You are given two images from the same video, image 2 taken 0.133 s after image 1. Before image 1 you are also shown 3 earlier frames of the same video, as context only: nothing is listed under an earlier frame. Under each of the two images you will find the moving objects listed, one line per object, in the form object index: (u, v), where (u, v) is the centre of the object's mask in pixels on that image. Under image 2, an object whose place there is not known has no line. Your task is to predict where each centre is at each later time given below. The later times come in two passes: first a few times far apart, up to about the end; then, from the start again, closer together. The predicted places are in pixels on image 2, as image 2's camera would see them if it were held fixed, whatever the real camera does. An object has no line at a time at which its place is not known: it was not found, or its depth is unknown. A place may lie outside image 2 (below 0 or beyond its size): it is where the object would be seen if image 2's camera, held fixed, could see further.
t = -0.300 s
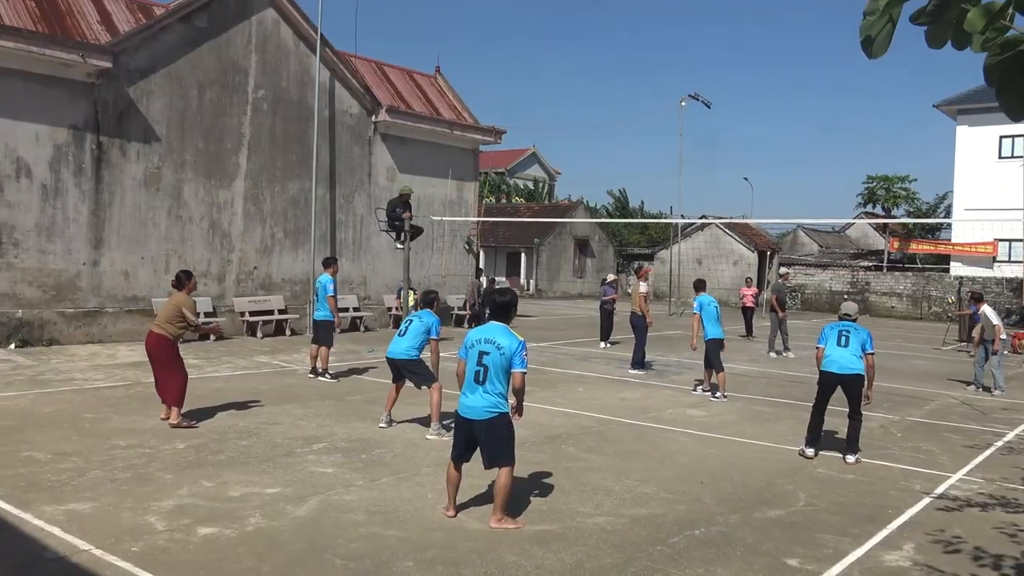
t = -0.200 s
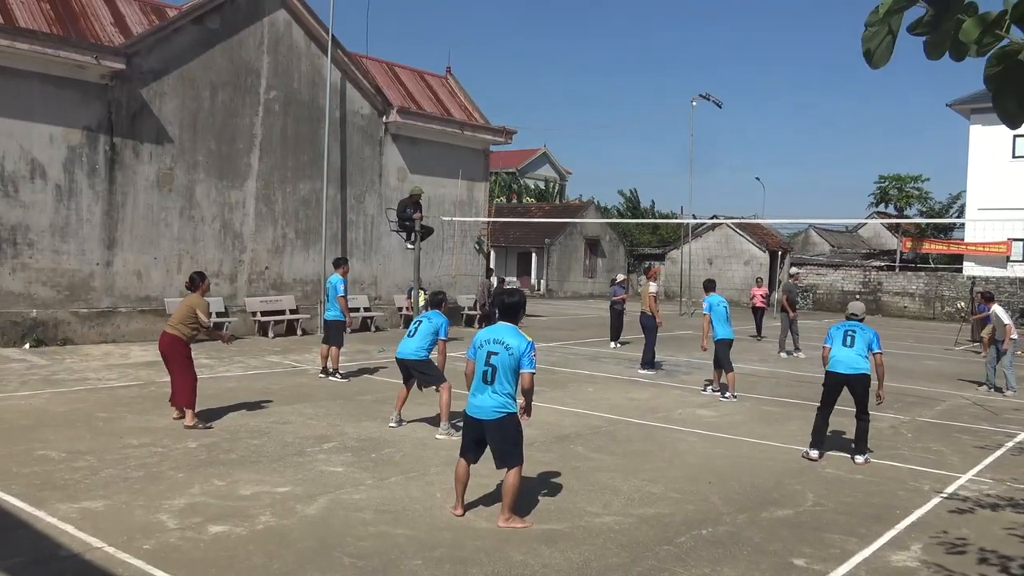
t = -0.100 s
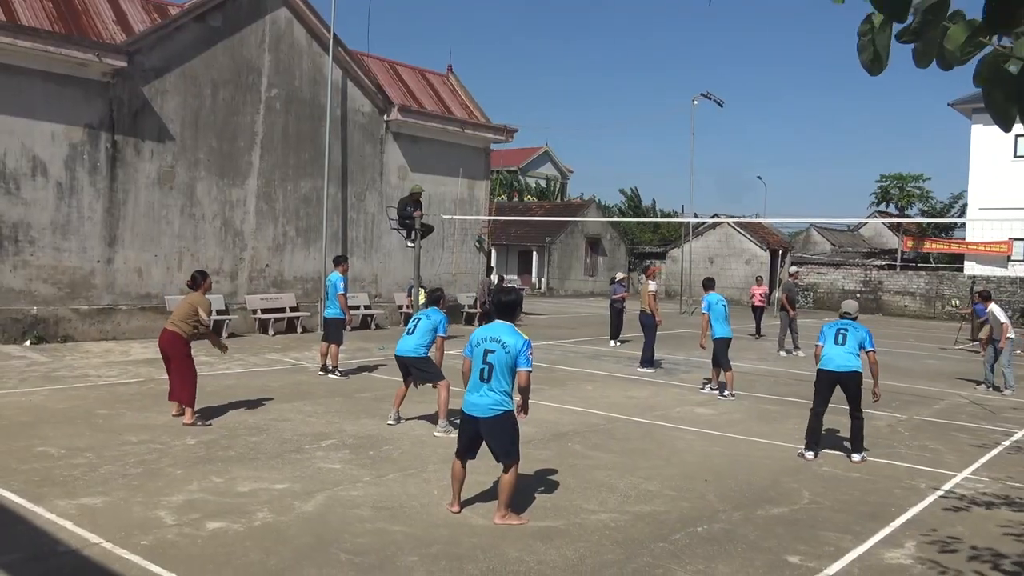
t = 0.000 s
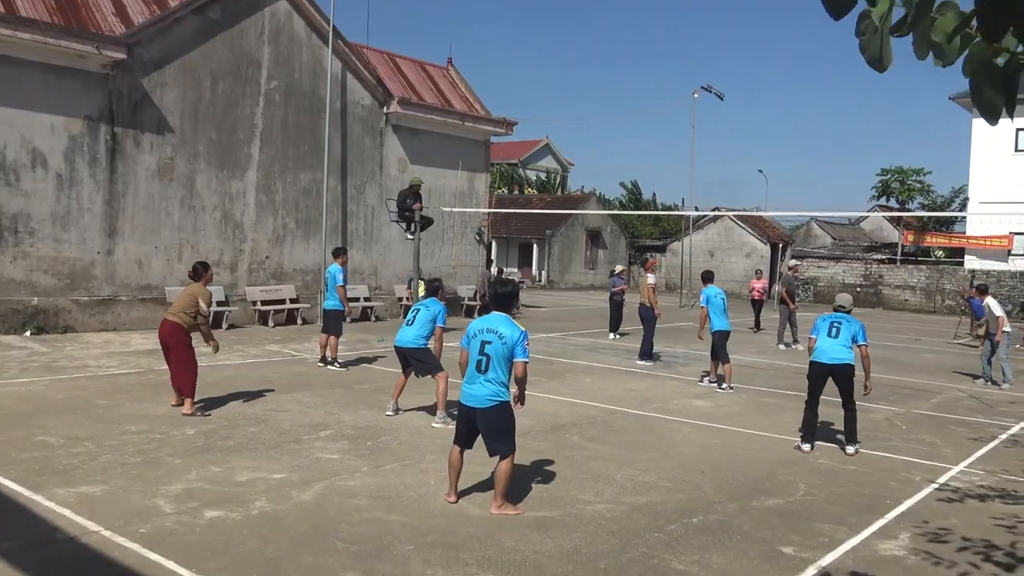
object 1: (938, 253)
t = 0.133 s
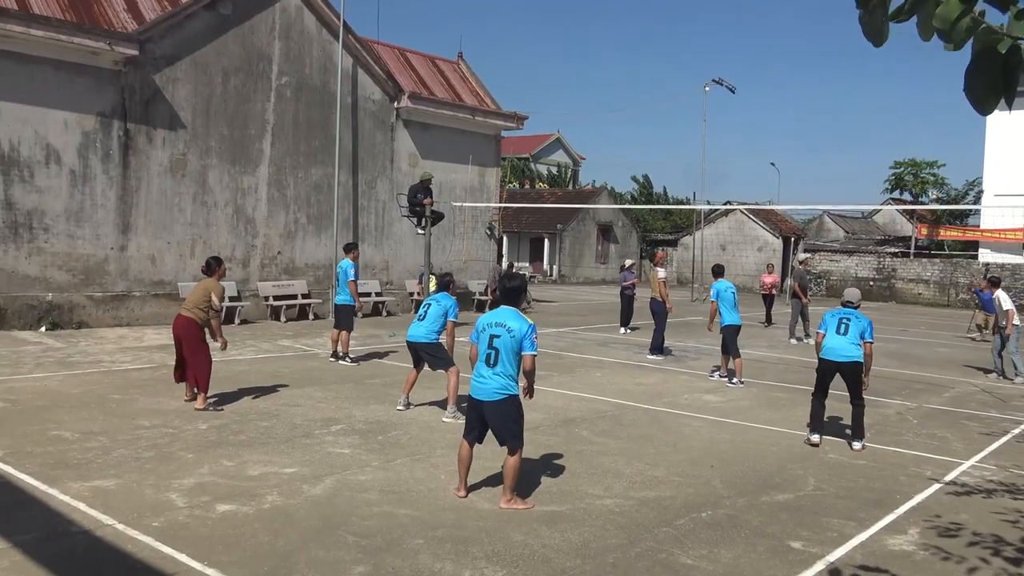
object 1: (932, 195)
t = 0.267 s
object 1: (911, 149)
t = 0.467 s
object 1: (881, 92)
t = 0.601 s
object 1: (855, 62)
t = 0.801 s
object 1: (818, 33)
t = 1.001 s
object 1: (778, 24)
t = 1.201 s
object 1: (735, 38)
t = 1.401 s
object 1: (690, 73)
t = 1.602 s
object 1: (643, 133)
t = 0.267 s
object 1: (911, 149)
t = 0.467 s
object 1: (881, 92)
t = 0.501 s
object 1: (874, 84)
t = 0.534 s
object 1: (867, 76)
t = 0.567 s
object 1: (861, 68)
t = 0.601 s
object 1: (855, 62)
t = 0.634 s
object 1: (849, 56)
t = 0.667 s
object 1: (843, 50)
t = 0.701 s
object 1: (836, 46)
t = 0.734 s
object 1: (830, 41)
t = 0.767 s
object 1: (824, 37)
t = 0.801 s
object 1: (818, 33)
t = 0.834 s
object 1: (812, 31)
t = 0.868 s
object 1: (805, 28)
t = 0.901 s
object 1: (798, 26)
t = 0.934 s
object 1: (791, 25)
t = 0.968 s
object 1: (784, 25)
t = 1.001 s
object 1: (778, 24)
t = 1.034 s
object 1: (771, 26)
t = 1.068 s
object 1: (764, 27)
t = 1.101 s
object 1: (757, 29)
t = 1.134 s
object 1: (749, 31)
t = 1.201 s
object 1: (735, 38)
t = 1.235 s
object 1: (727, 42)
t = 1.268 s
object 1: (720, 47)
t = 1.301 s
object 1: (712, 52)
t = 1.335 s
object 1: (705, 59)
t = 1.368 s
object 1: (697, 66)
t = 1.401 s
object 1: (690, 73)
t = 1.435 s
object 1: (682, 81)
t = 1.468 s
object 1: (674, 91)
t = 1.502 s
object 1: (667, 100)
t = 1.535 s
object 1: (659, 111)
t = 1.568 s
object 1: (651, 122)
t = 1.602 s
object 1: (643, 133)
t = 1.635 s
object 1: (635, 146)
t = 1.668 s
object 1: (627, 159)
